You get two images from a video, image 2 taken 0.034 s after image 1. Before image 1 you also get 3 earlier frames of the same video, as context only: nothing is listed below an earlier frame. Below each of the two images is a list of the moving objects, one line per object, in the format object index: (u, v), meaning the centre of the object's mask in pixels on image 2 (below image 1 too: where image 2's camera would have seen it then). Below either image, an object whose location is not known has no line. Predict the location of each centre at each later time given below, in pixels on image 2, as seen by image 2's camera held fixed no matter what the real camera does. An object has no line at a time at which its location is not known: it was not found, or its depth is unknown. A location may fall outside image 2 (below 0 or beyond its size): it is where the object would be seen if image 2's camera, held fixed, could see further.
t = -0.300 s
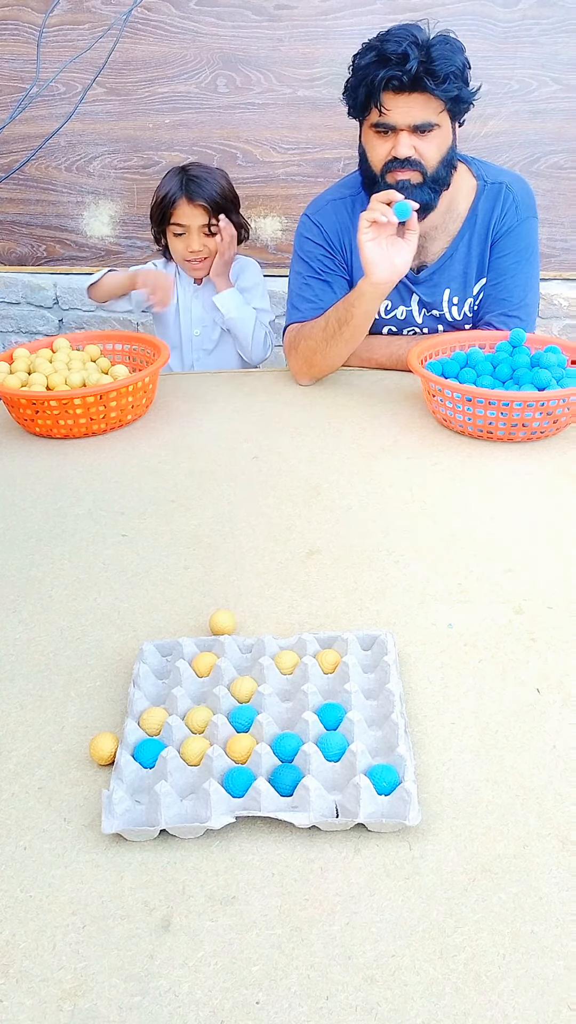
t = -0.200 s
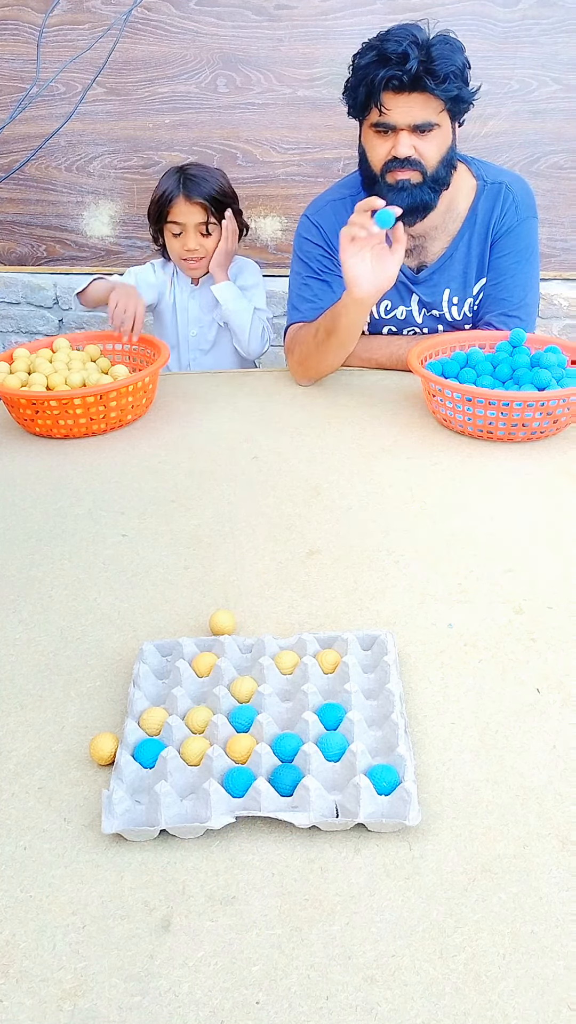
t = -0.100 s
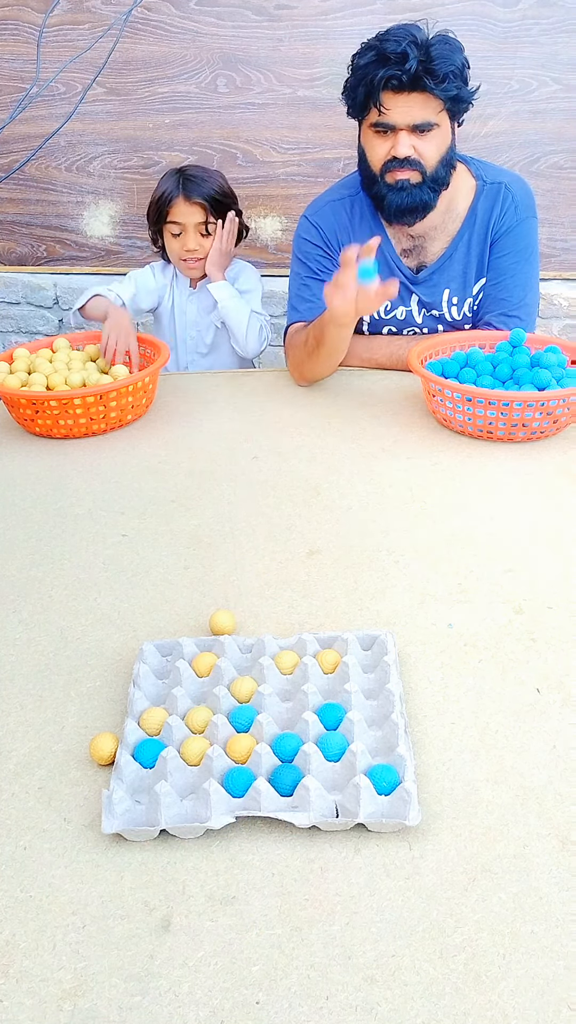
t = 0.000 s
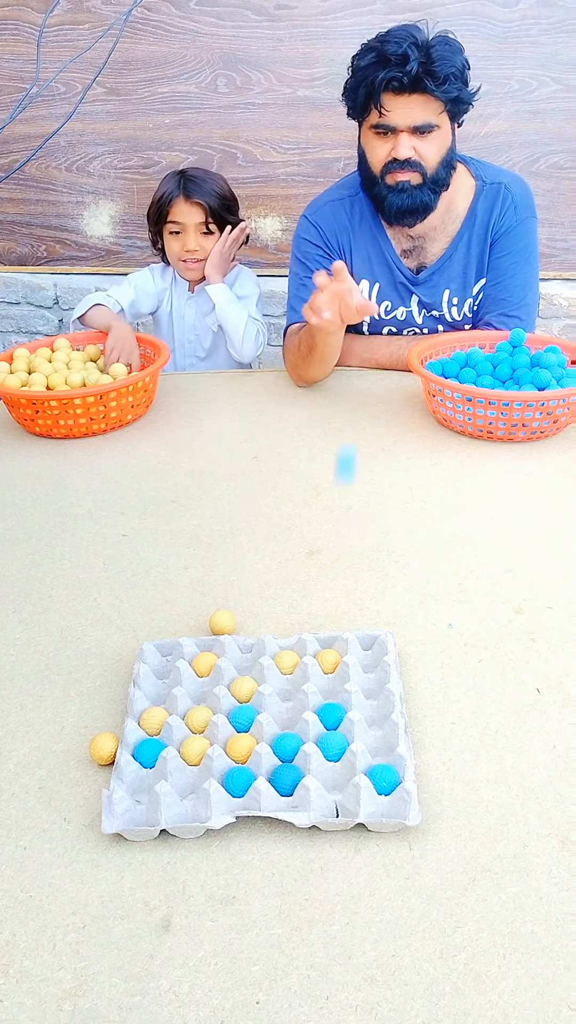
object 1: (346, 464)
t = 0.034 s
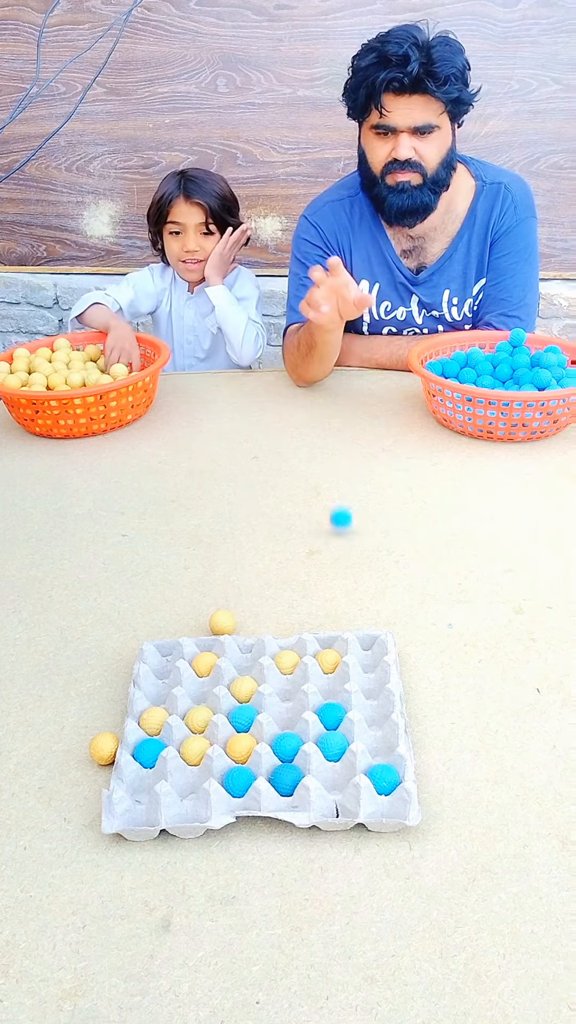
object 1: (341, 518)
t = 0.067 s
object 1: (338, 489)
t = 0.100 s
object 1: (336, 465)
